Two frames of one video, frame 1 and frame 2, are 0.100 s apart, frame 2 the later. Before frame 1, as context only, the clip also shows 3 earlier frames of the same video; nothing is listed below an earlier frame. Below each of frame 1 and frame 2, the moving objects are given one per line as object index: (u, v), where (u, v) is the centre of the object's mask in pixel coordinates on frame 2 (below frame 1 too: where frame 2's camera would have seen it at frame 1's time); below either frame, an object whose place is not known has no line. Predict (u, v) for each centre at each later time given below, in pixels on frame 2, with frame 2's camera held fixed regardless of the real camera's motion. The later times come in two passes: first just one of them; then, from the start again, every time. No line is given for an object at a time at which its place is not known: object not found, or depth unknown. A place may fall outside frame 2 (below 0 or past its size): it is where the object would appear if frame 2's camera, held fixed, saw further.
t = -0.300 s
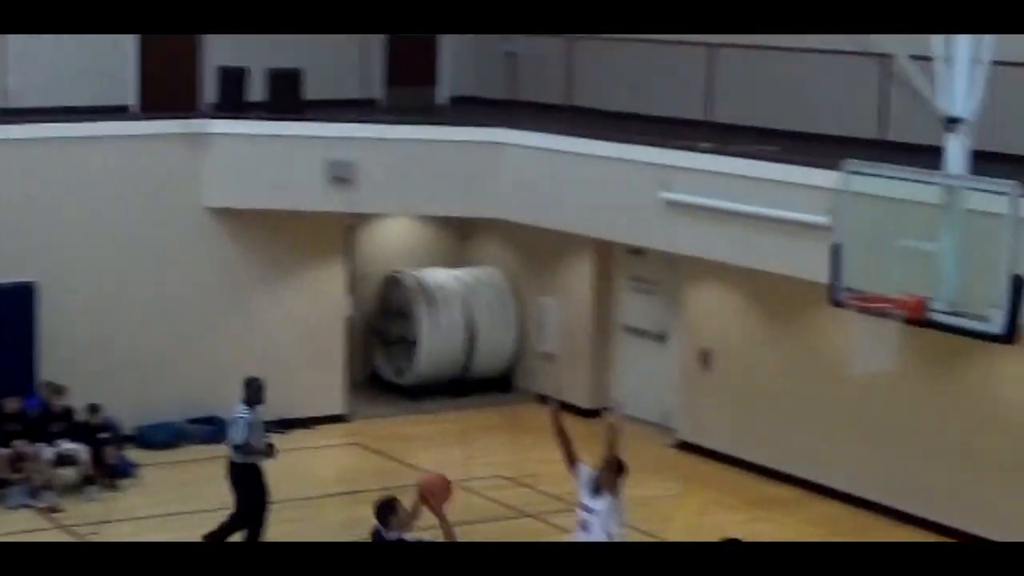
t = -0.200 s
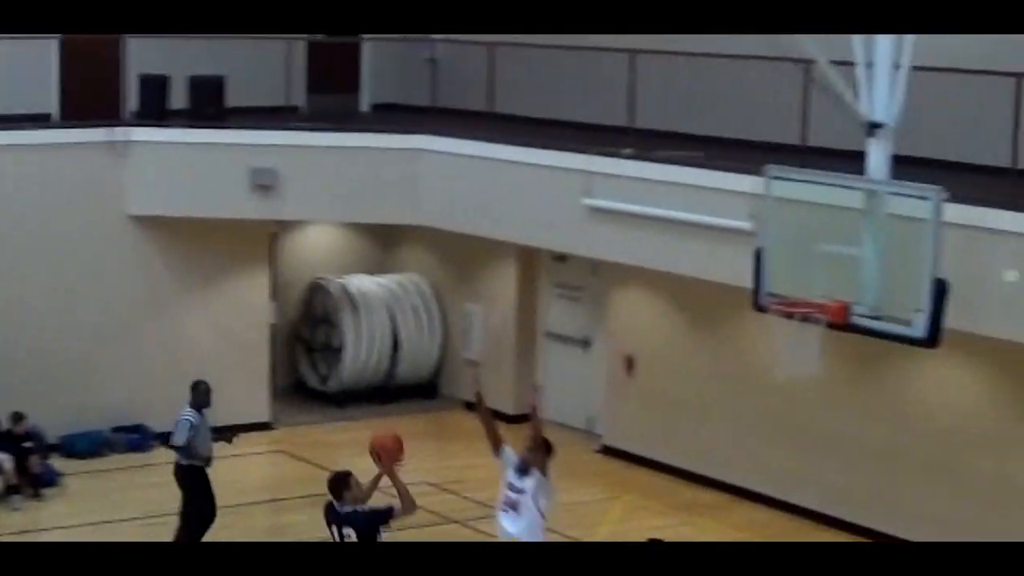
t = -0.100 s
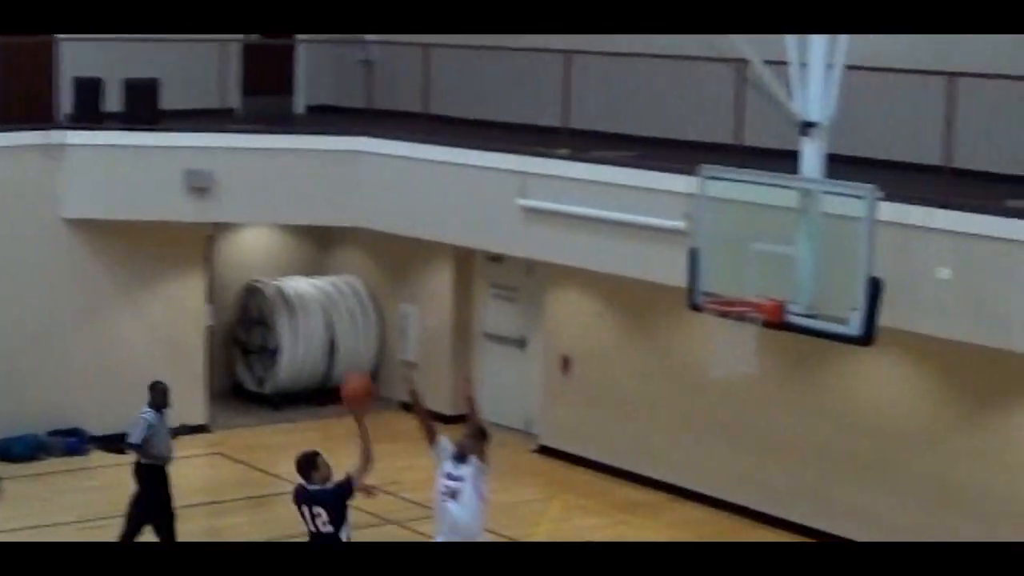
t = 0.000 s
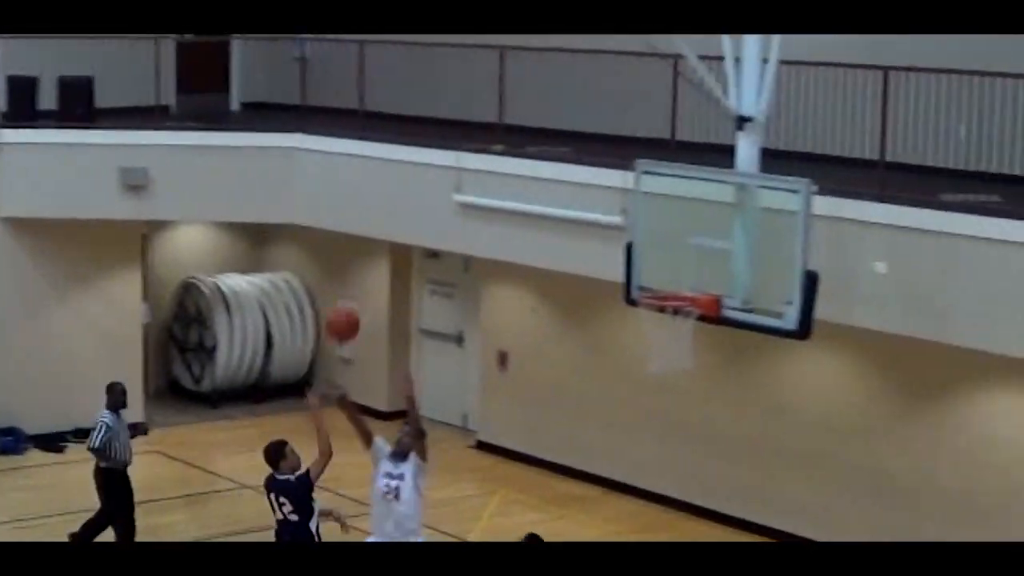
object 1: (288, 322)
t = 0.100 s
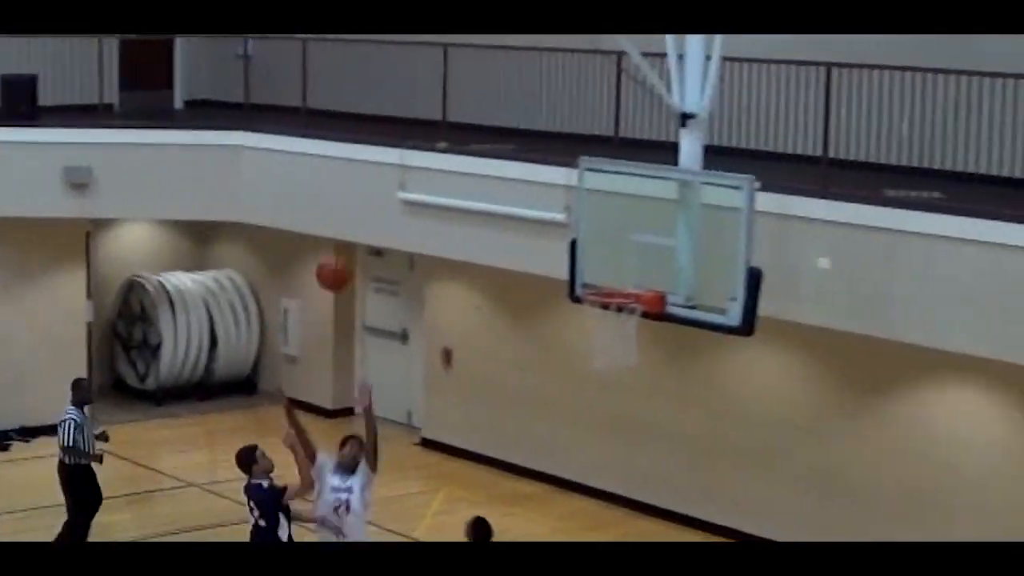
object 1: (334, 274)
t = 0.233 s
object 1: (390, 231)
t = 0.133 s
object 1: (348, 259)
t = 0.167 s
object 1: (364, 249)
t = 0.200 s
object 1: (377, 239)
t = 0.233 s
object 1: (390, 231)
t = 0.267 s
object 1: (405, 224)
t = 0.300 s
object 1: (419, 220)
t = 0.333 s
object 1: (436, 217)
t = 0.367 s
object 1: (454, 213)
